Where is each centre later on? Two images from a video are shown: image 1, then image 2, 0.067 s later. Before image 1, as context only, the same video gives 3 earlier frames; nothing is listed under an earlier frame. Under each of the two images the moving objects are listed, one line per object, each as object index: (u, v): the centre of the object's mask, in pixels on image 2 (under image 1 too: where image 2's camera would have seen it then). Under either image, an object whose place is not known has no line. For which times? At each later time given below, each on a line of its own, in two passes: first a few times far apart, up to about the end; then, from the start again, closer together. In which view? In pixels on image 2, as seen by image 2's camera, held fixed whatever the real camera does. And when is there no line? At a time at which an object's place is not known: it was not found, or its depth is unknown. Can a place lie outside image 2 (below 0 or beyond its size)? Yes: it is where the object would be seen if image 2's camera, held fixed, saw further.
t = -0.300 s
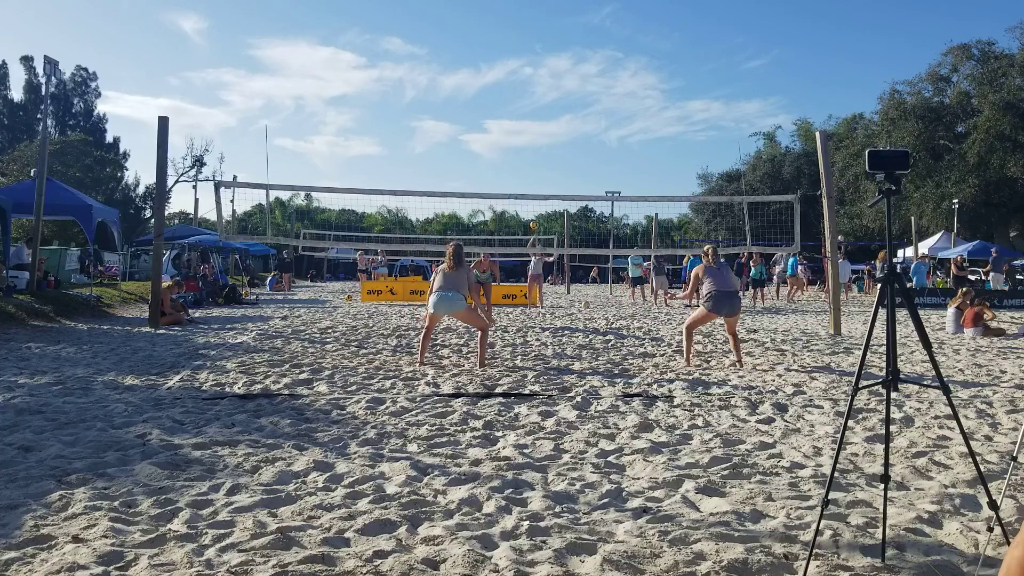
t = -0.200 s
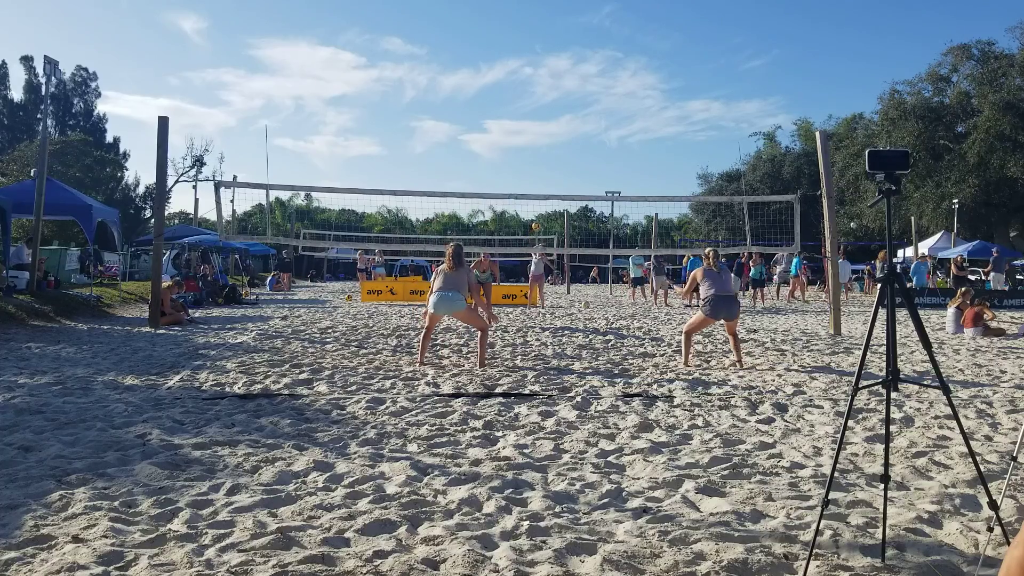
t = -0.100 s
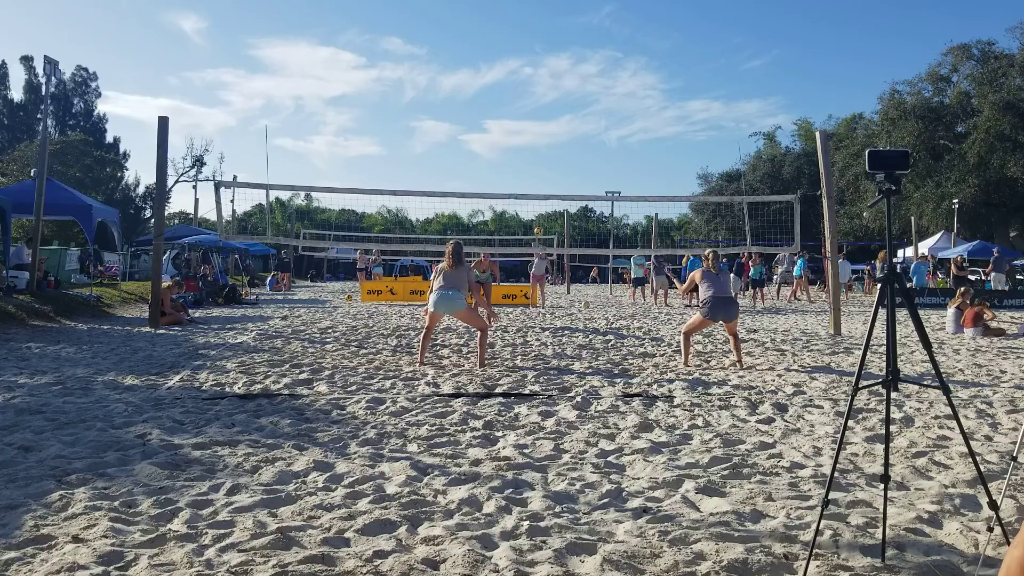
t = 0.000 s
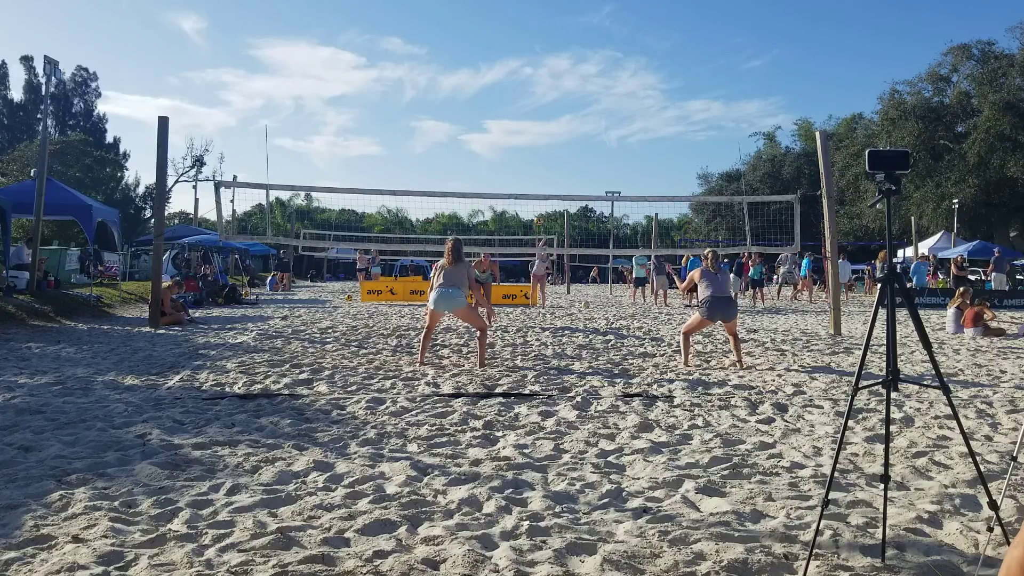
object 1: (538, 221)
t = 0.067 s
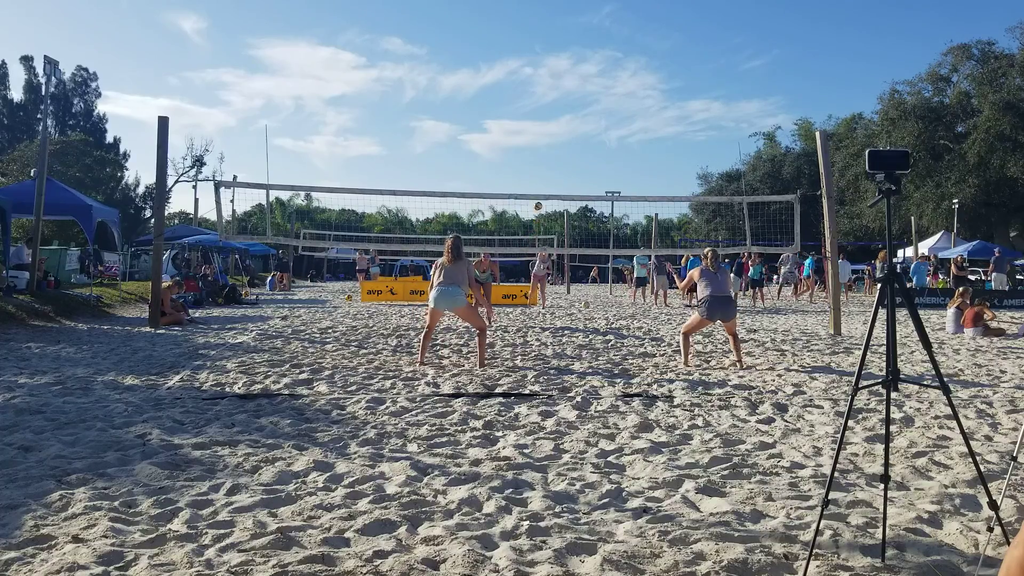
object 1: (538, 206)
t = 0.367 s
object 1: (533, 155)
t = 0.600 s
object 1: (527, 136)
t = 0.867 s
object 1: (518, 148)
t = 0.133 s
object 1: (537, 191)
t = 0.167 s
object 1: (536, 186)
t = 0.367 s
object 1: (533, 155)
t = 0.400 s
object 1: (532, 151)
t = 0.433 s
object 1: (531, 147)
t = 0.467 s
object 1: (531, 144)
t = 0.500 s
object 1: (530, 141)
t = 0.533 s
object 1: (529, 139)
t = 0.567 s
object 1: (528, 137)
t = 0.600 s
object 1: (527, 136)
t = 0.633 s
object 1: (526, 135)
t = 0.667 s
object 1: (525, 135)
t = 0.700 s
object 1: (524, 135)
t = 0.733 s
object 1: (523, 136)
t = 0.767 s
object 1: (522, 138)
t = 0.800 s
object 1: (521, 141)
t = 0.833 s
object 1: (519, 144)
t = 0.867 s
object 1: (518, 148)
